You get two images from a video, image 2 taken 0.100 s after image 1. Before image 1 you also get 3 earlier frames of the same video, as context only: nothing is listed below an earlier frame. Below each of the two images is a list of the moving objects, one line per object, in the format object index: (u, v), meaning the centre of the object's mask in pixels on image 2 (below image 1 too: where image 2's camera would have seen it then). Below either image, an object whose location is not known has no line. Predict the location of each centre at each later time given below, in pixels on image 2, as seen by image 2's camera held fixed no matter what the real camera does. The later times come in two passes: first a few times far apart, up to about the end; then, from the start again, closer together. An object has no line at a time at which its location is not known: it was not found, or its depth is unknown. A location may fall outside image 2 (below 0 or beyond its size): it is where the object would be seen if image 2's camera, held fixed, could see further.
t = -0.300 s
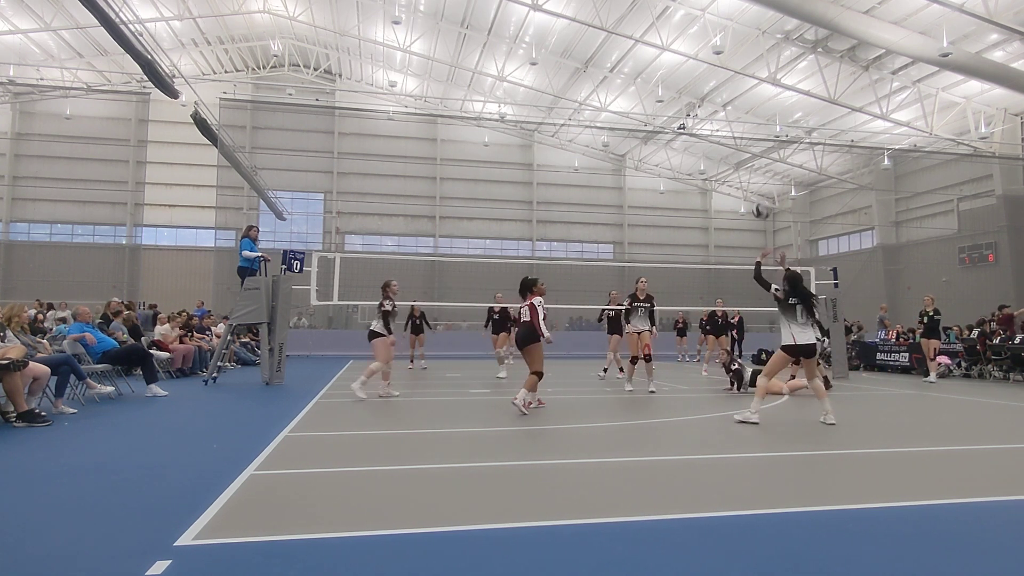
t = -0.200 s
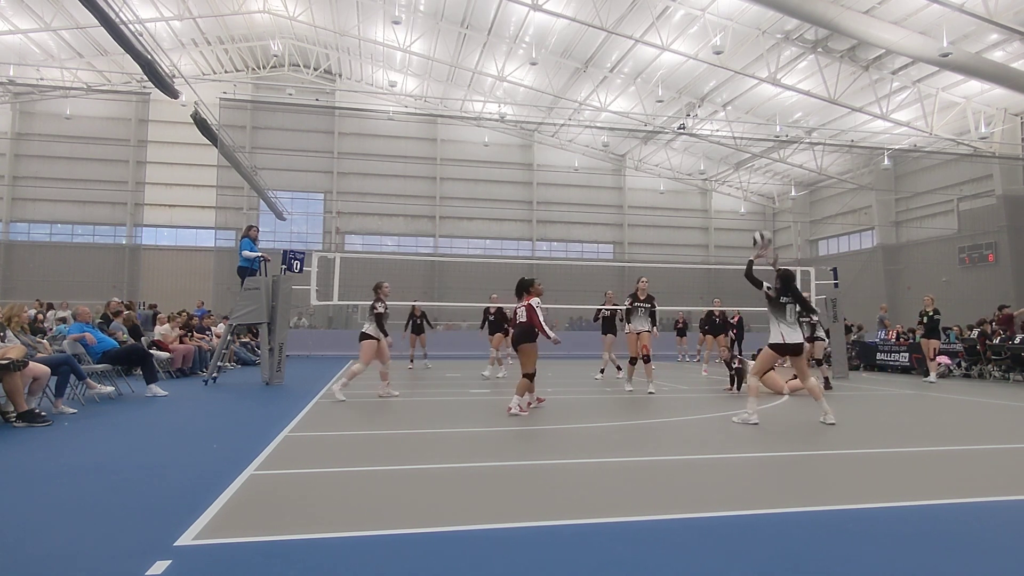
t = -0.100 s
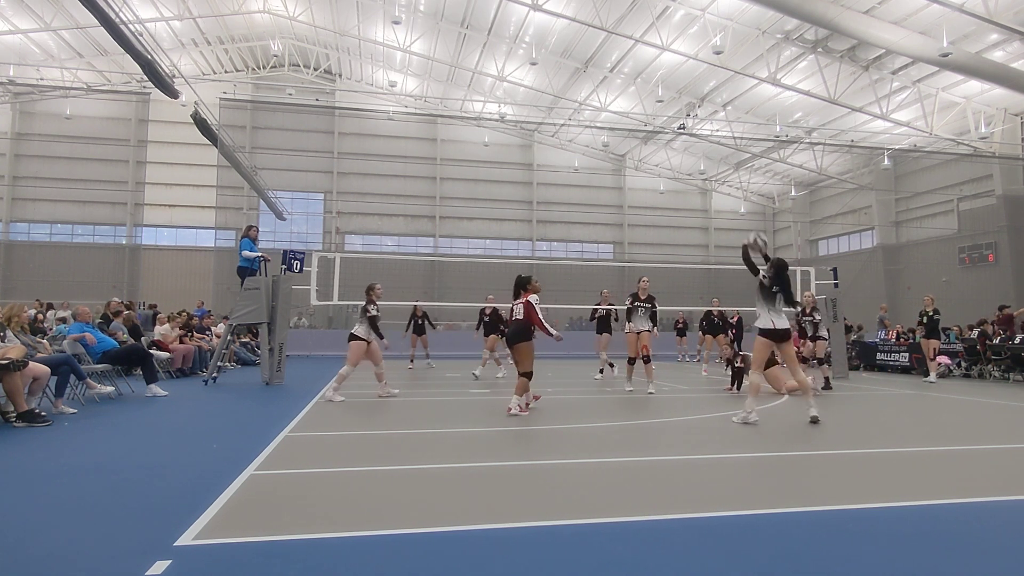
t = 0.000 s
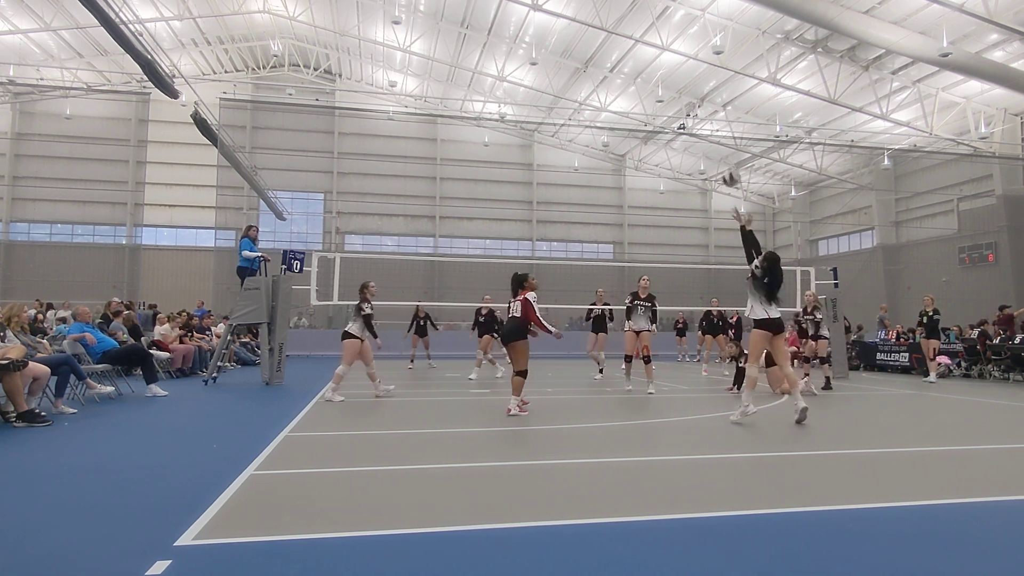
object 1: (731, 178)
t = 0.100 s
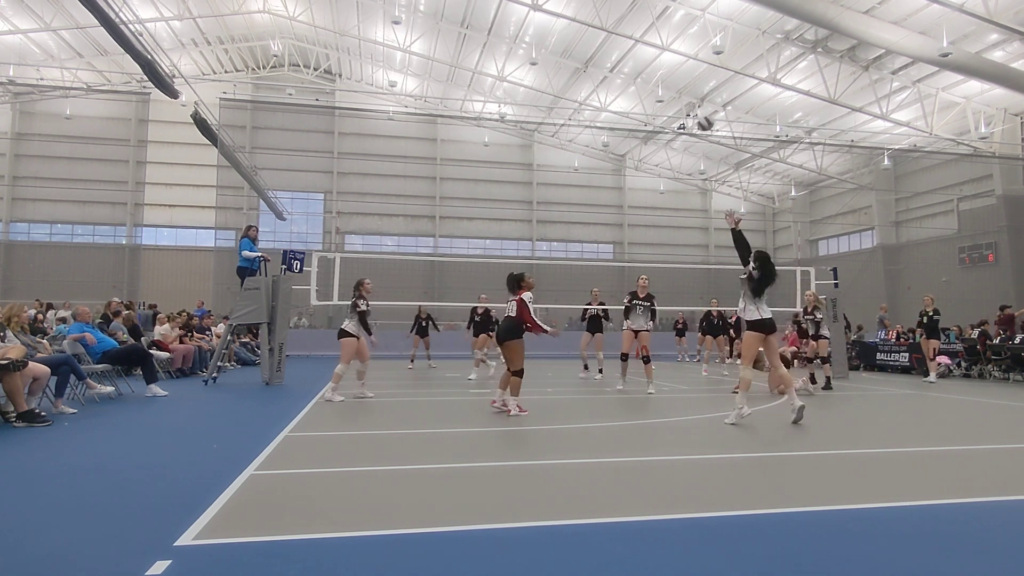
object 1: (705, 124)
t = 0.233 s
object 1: (673, 69)
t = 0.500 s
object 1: (614, 12)
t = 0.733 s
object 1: (566, 11)
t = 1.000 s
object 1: (515, 62)
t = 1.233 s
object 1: (474, 149)
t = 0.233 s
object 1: (673, 69)
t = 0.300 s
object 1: (657, 49)
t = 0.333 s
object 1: (650, 40)
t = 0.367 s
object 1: (642, 33)
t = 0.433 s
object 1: (627, 20)
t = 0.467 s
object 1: (621, 16)
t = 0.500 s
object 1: (614, 12)
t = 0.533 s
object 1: (607, 9)
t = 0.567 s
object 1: (600, 8)
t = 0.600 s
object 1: (593, 7)
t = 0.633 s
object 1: (586, 7)
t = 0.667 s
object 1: (579, 7)
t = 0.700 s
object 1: (572, 8)
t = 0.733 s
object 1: (566, 11)
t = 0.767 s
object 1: (559, 14)
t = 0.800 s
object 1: (553, 18)
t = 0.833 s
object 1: (546, 23)
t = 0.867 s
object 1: (540, 29)
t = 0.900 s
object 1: (534, 36)
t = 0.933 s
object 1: (527, 44)
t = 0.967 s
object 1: (521, 52)
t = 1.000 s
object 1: (515, 62)
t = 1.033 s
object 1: (509, 72)
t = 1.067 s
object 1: (503, 83)
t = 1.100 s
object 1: (497, 93)
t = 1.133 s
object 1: (491, 107)
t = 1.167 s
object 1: (485, 120)
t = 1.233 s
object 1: (474, 149)
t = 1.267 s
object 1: (468, 164)
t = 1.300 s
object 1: (463, 180)
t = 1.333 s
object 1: (458, 196)
